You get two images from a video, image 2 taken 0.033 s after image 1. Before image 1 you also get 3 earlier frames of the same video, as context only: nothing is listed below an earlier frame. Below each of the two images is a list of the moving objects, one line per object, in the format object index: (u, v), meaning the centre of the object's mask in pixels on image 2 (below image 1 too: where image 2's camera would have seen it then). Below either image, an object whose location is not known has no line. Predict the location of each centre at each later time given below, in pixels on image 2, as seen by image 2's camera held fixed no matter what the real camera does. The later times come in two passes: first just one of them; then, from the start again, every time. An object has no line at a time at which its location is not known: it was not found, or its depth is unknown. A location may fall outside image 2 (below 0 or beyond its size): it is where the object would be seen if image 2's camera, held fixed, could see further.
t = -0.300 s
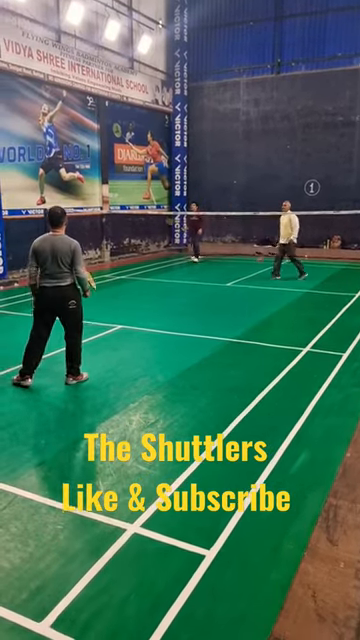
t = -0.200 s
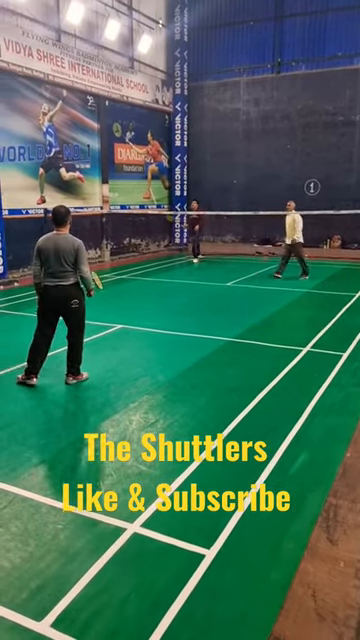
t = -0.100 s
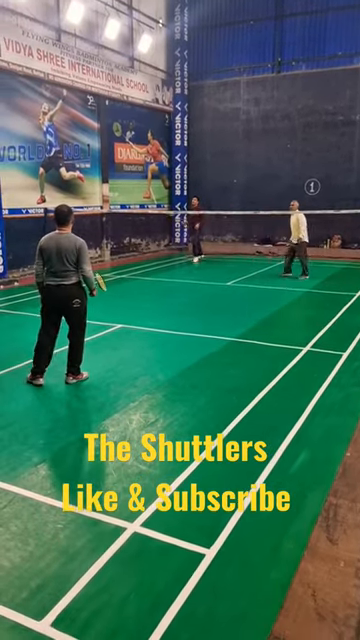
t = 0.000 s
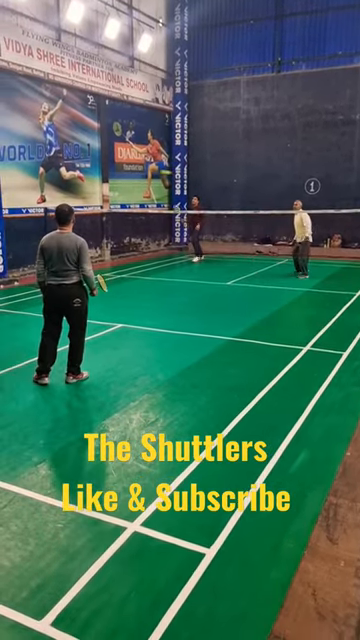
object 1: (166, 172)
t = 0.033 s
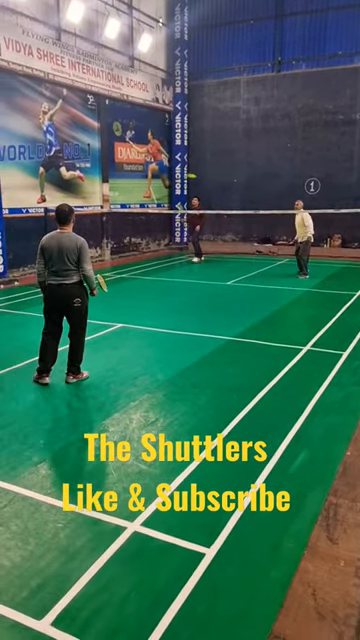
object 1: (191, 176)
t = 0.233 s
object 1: (269, 196)
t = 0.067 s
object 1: (211, 179)
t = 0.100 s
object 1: (226, 182)
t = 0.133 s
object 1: (239, 186)
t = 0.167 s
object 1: (251, 189)
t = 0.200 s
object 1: (260, 193)
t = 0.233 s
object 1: (269, 196)
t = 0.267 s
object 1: (276, 199)
